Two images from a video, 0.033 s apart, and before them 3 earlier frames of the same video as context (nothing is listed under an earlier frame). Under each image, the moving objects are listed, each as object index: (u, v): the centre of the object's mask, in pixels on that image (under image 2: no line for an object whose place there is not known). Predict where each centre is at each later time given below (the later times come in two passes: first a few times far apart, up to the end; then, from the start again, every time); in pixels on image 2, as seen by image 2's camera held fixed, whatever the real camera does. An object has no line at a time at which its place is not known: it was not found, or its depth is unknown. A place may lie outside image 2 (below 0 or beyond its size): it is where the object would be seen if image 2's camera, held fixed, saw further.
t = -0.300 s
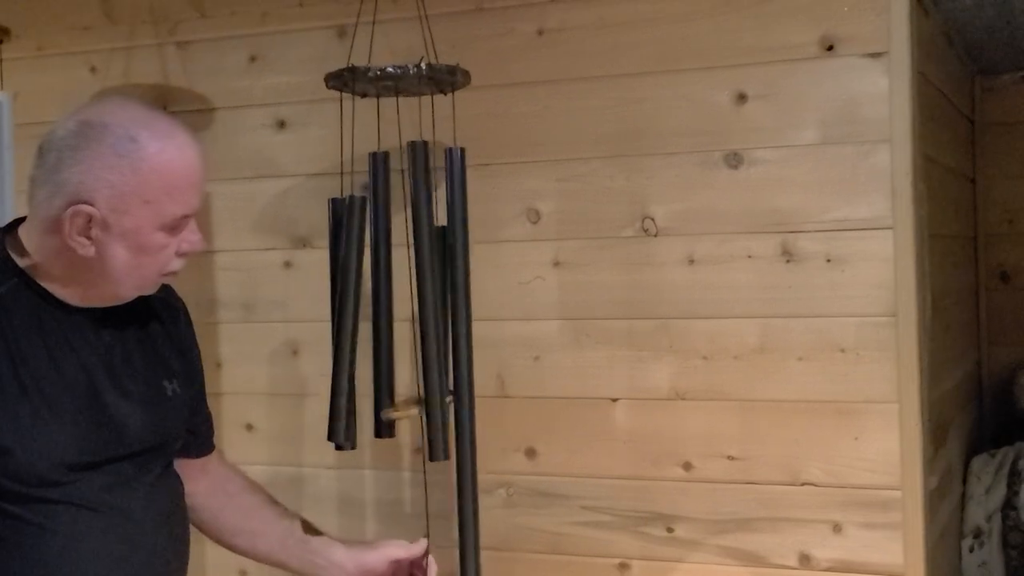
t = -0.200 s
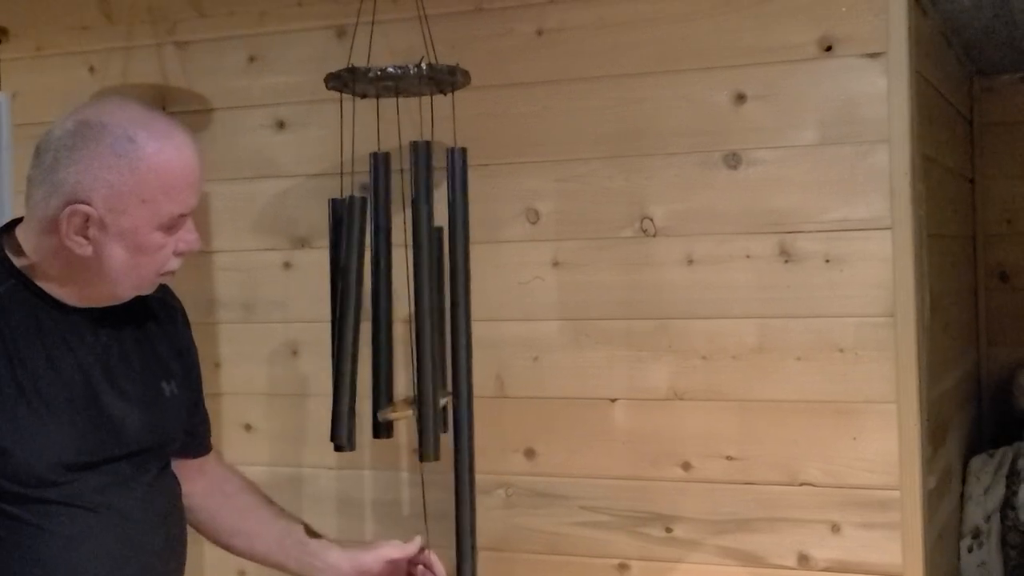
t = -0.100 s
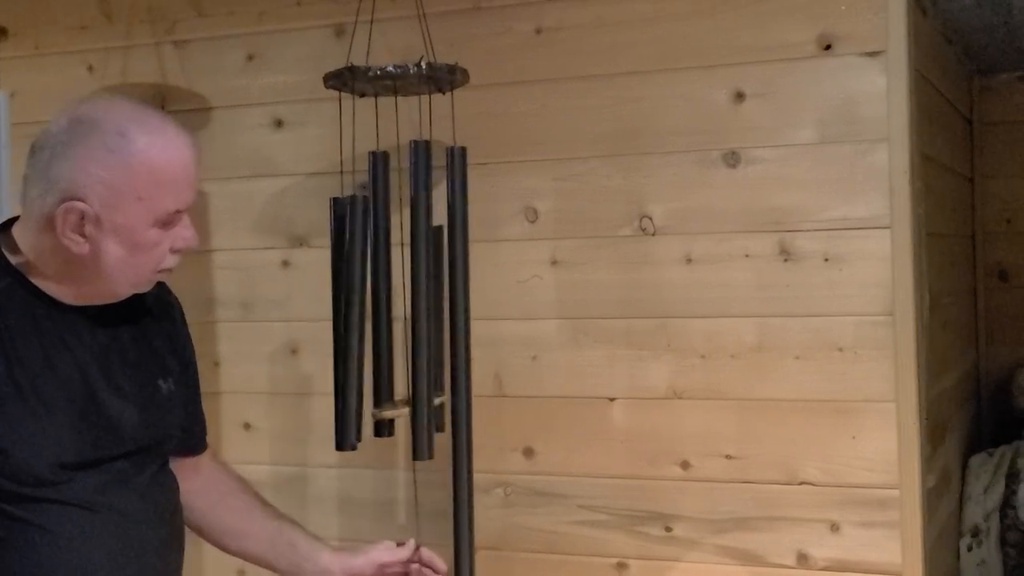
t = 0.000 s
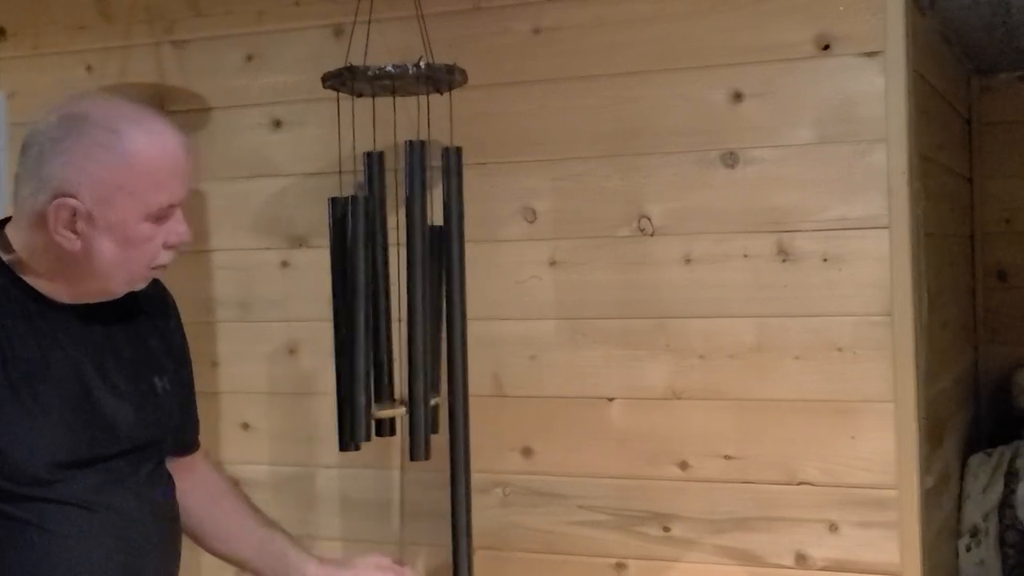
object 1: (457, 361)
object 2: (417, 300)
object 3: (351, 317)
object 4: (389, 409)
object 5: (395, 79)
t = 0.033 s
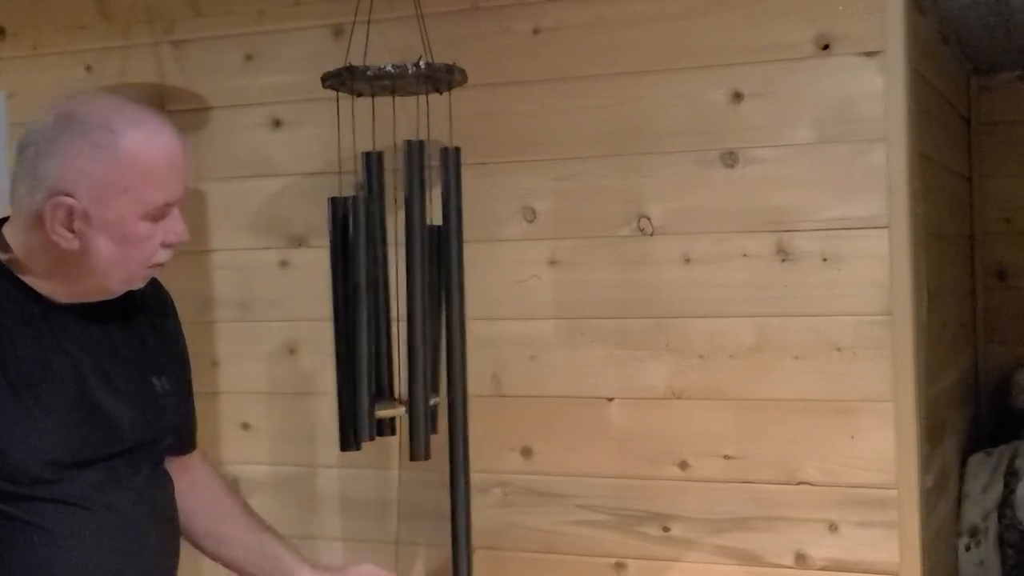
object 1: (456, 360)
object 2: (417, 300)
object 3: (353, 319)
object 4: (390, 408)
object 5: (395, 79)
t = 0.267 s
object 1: (457, 360)
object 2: (422, 300)
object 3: (355, 322)
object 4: (397, 407)
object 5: (395, 79)
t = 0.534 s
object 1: (461, 359)
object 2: (434, 300)
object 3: (350, 319)
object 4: (397, 406)
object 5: (395, 79)
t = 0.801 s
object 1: (461, 364)
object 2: (437, 294)
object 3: (349, 308)
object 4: (402, 407)
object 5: (394, 80)
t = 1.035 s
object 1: (459, 364)
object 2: (430, 298)
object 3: (355, 318)
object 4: (398, 408)
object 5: (394, 80)
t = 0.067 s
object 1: (456, 361)
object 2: (417, 300)
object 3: (356, 317)
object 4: (393, 408)
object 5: (395, 79)
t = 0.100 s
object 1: (456, 361)
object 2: (417, 300)
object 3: (357, 319)
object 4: (394, 408)
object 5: (395, 79)
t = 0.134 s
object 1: (456, 362)
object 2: (418, 301)
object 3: (357, 319)
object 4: (395, 409)
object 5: (395, 79)
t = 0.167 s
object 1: (456, 361)
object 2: (419, 300)
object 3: (355, 321)
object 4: (396, 408)
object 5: (395, 79)
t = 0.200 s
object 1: (456, 360)
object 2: (420, 299)
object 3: (355, 323)
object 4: (396, 409)
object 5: (395, 79)
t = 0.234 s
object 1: (456, 359)
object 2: (420, 299)
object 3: (368, 320)
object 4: (397, 408)
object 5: (395, 79)
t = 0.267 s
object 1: (457, 360)
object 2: (422, 300)
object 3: (355, 322)
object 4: (397, 407)
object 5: (395, 79)
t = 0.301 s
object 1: (457, 359)
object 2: (424, 300)
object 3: (353, 322)
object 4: (397, 407)
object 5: (396, 79)
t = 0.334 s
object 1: (458, 360)
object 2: (425, 301)
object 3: (353, 320)
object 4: (397, 406)
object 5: (396, 79)
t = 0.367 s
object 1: (459, 361)
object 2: (428, 302)
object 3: (353, 320)
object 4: (398, 407)
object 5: (396, 79)
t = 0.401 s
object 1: (459, 362)
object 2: (429, 300)
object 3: (352, 320)
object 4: (397, 406)
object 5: (396, 79)
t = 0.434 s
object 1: (461, 361)
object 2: (431, 300)
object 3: (352, 319)
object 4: (398, 406)
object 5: (397, 79)
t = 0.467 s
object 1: (460, 361)
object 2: (432, 301)
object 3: (351, 320)
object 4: (398, 406)
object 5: (396, 79)
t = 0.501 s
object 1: (460, 359)
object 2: (433, 300)
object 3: (350, 319)
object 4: (398, 406)
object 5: (396, 79)
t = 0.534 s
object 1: (461, 359)
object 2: (434, 300)
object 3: (350, 319)
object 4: (397, 406)
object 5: (395, 79)
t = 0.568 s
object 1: (460, 358)
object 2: (435, 302)
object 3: (349, 318)
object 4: (397, 406)
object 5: (395, 79)
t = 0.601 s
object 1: (460, 358)
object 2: (435, 298)
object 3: (349, 316)
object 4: (397, 406)
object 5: (395, 79)
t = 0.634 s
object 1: (460, 358)
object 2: (436, 295)
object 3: (349, 312)
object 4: (398, 406)
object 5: (394, 79)
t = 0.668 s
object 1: (460, 361)
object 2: (436, 295)
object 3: (349, 311)
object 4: (398, 406)
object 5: (394, 80)
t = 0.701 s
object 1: (460, 364)
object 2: (437, 292)
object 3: (349, 310)
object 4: (399, 406)
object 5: (394, 80)
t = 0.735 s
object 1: (461, 364)
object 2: (437, 293)
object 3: (349, 309)
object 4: (400, 407)
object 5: (394, 80)
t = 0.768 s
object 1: (461, 365)
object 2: (437, 293)
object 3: (349, 308)
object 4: (402, 407)
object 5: (394, 80)
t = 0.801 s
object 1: (461, 364)
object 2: (437, 294)
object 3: (349, 308)
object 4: (402, 407)
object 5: (394, 80)
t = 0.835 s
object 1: (460, 365)
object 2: (436, 295)
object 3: (348, 310)
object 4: (402, 407)
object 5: (394, 79)
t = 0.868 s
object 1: (460, 363)
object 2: (435, 295)
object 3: (349, 311)
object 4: (401, 407)
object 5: (394, 79)
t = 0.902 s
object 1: (460, 360)
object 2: (434, 296)
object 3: (350, 312)
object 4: (400, 407)
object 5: (394, 79)
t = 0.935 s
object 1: (460, 361)
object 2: (434, 296)
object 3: (351, 314)
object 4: (400, 407)
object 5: (394, 79)
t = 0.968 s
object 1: (459, 363)
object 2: (432, 296)
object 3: (351, 316)
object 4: (399, 407)
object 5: (394, 79)
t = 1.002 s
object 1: (459, 363)
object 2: (430, 298)
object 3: (352, 318)
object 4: (398, 408)
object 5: (394, 80)
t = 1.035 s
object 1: (459, 364)
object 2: (430, 298)
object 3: (355, 318)
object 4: (398, 408)
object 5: (394, 80)
